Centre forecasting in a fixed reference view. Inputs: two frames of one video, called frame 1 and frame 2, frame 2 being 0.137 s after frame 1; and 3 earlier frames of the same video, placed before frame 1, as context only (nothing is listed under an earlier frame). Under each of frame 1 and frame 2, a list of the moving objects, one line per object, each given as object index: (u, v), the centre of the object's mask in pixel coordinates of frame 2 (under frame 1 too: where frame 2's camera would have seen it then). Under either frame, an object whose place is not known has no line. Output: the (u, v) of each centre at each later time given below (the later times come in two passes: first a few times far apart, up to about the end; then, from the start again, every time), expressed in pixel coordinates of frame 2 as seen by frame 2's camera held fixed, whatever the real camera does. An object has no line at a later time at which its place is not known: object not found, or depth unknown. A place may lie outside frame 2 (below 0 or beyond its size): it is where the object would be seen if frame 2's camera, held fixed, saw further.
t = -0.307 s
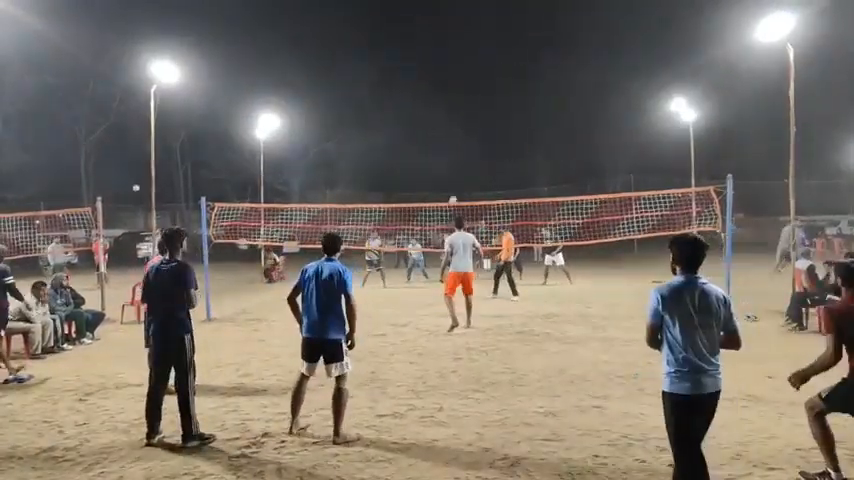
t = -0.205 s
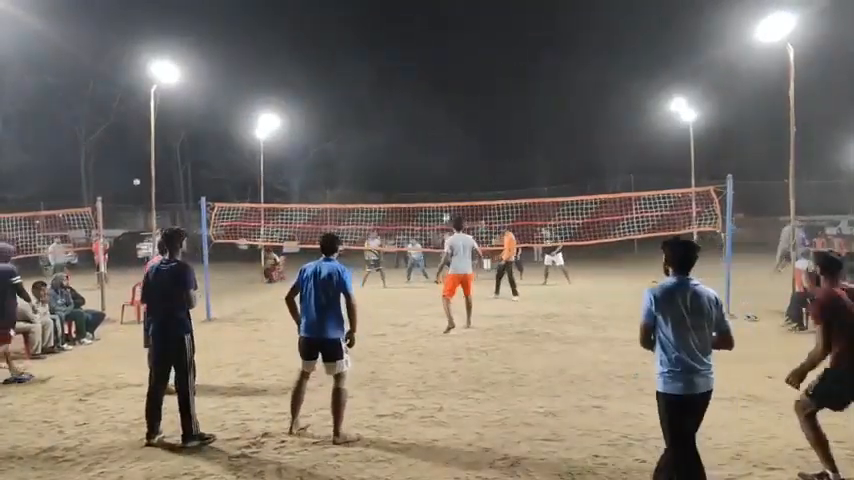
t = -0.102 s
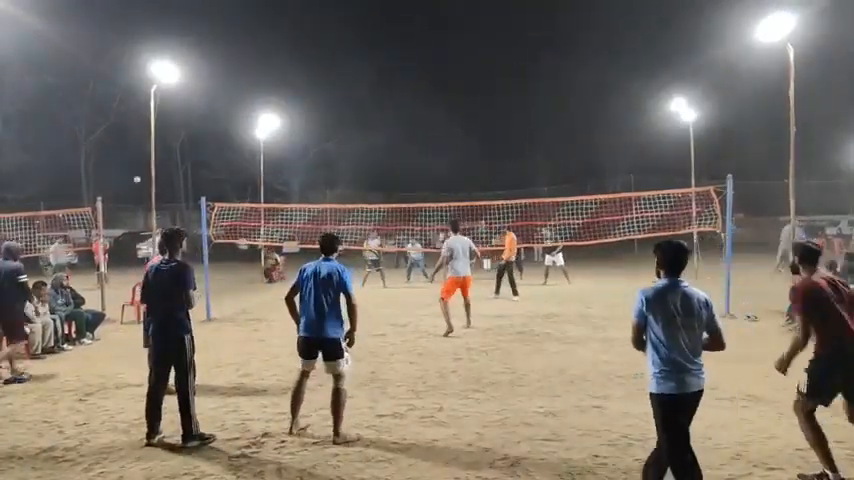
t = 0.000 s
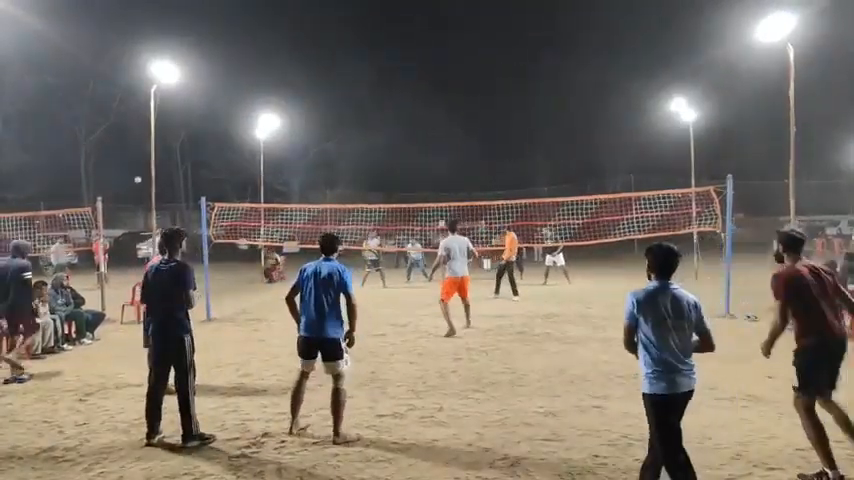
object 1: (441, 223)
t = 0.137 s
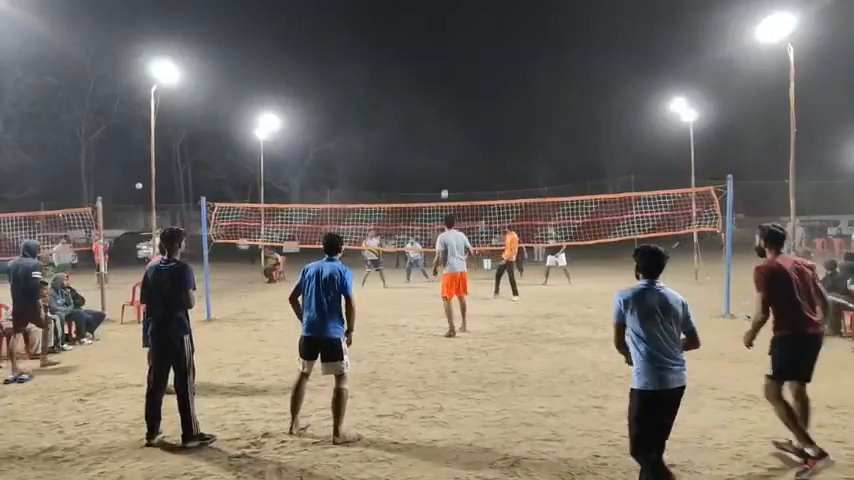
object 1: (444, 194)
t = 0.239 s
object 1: (447, 172)
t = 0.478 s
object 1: (457, 126)
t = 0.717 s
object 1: (472, 91)
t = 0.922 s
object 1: (496, 75)
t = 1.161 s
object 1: (538, 100)
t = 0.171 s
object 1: (445, 186)
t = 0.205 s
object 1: (446, 179)
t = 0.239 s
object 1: (447, 172)
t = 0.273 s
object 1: (448, 165)
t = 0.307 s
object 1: (449, 158)
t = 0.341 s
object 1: (451, 151)
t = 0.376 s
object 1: (452, 145)
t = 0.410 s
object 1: (454, 138)
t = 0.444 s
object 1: (455, 132)
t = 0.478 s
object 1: (457, 126)
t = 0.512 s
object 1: (459, 120)
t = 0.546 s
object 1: (461, 115)
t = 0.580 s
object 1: (463, 109)
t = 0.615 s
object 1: (465, 105)
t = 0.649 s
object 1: (467, 100)
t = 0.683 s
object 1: (470, 95)
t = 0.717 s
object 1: (472, 91)
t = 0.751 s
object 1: (475, 87)
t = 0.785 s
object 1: (478, 84)
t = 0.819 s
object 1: (481, 81)
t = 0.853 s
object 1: (484, 79)
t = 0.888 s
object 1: (488, 77)
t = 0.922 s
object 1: (496, 75)
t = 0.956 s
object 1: (501, 75)
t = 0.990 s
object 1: (506, 77)
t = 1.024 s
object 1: (511, 79)
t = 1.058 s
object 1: (517, 82)
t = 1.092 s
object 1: (523, 87)
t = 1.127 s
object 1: (530, 92)
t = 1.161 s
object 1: (538, 100)
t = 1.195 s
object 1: (546, 109)
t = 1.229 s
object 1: (555, 120)
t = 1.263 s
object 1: (565, 133)
